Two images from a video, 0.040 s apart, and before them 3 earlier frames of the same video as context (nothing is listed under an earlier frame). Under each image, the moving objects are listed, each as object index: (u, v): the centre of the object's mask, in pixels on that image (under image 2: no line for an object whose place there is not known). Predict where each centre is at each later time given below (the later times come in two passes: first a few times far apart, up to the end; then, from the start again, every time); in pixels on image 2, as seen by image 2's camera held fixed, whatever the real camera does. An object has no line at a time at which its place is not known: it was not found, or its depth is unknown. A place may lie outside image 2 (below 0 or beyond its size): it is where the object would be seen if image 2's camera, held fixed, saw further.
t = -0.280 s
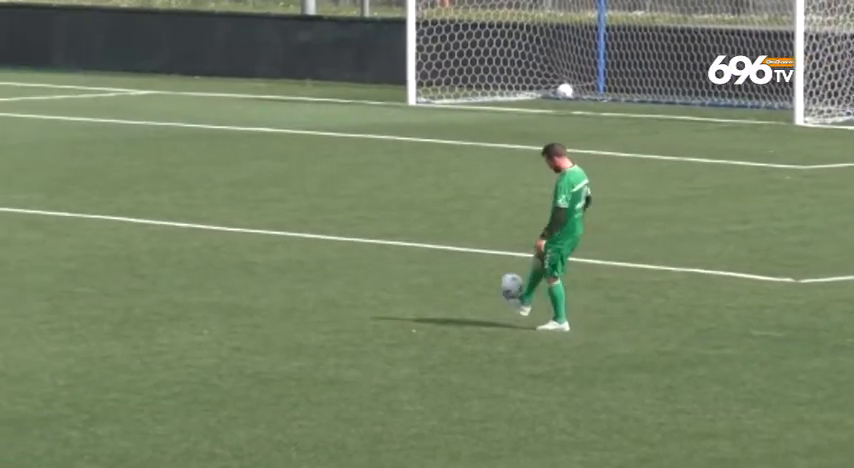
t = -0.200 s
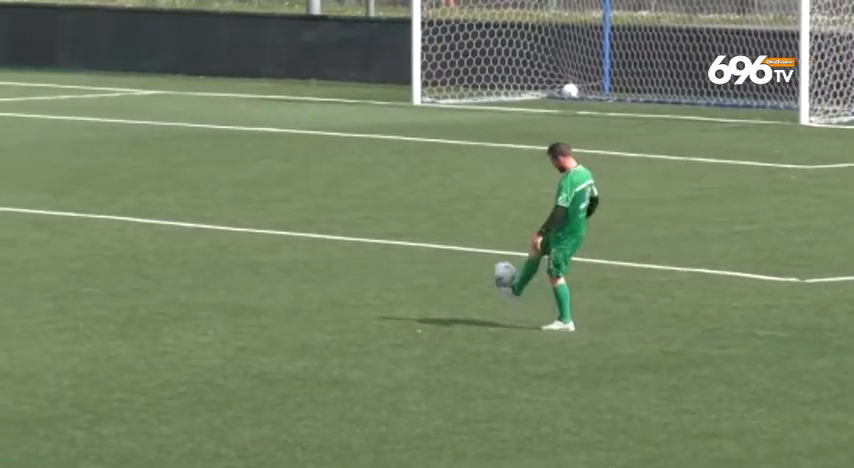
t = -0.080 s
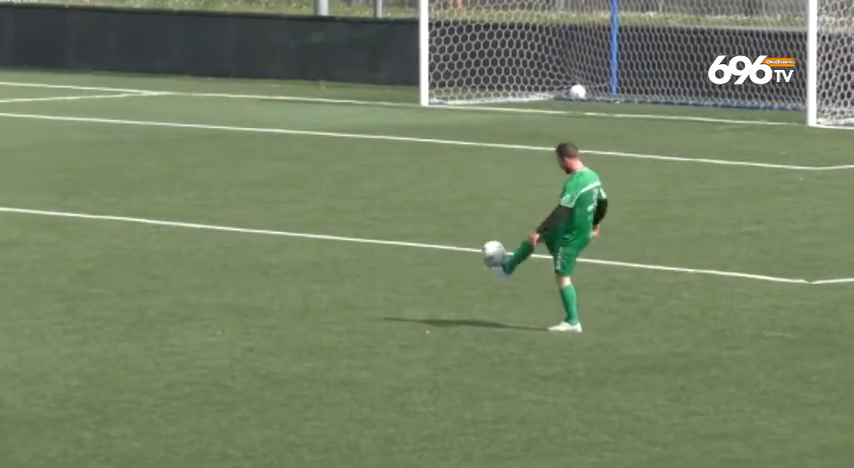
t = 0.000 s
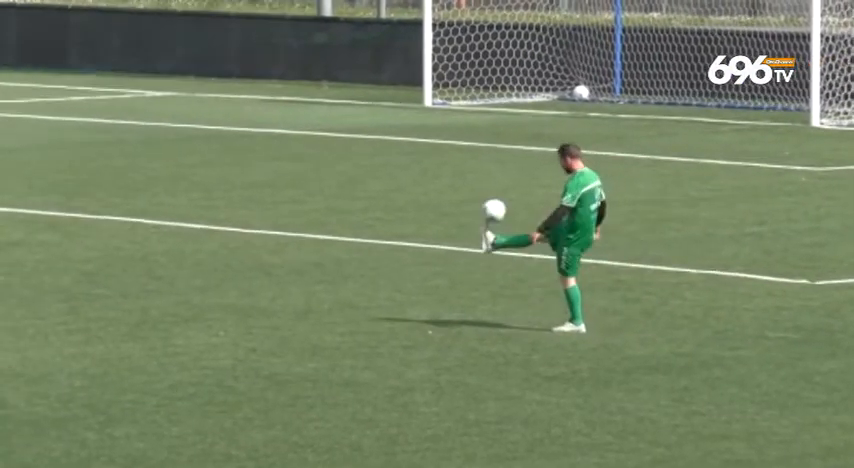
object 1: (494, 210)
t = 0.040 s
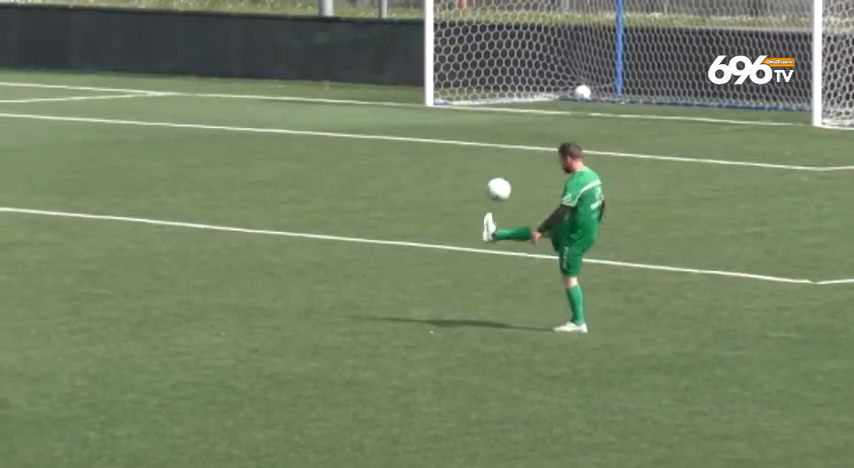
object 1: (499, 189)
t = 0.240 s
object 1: (512, 108)
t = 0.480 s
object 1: (528, 68)
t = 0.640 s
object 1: (541, 75)
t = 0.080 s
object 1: (501, 169)
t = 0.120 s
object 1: (504, 151)
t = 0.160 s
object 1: (507, 136)
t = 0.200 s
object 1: (510, 121)
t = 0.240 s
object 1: (512, 108)
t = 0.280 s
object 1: (514, 98)
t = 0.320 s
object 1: (517, 89)
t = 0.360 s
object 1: (520, 81)
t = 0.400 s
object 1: (523, 75)
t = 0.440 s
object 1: (526, 70)
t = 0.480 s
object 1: (528, 68)
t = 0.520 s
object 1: (531, 67)
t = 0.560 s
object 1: (535, 68)
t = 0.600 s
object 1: (537, 71)
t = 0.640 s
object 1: (541, 75)
